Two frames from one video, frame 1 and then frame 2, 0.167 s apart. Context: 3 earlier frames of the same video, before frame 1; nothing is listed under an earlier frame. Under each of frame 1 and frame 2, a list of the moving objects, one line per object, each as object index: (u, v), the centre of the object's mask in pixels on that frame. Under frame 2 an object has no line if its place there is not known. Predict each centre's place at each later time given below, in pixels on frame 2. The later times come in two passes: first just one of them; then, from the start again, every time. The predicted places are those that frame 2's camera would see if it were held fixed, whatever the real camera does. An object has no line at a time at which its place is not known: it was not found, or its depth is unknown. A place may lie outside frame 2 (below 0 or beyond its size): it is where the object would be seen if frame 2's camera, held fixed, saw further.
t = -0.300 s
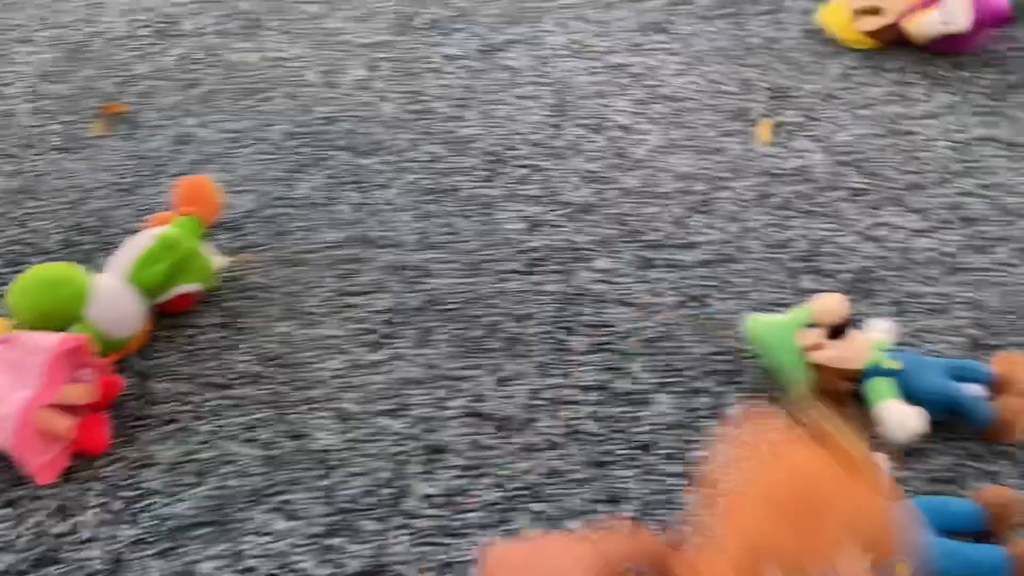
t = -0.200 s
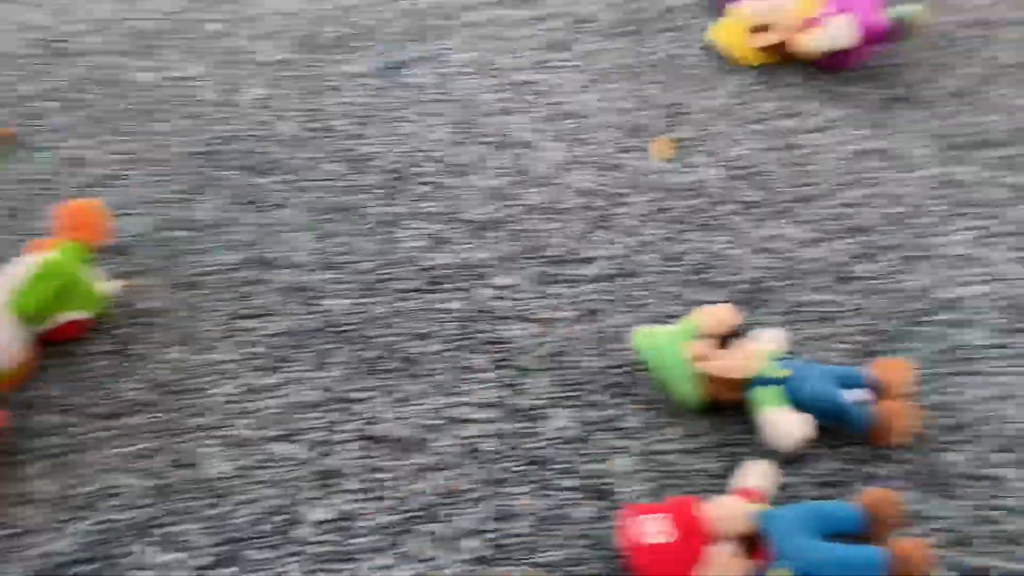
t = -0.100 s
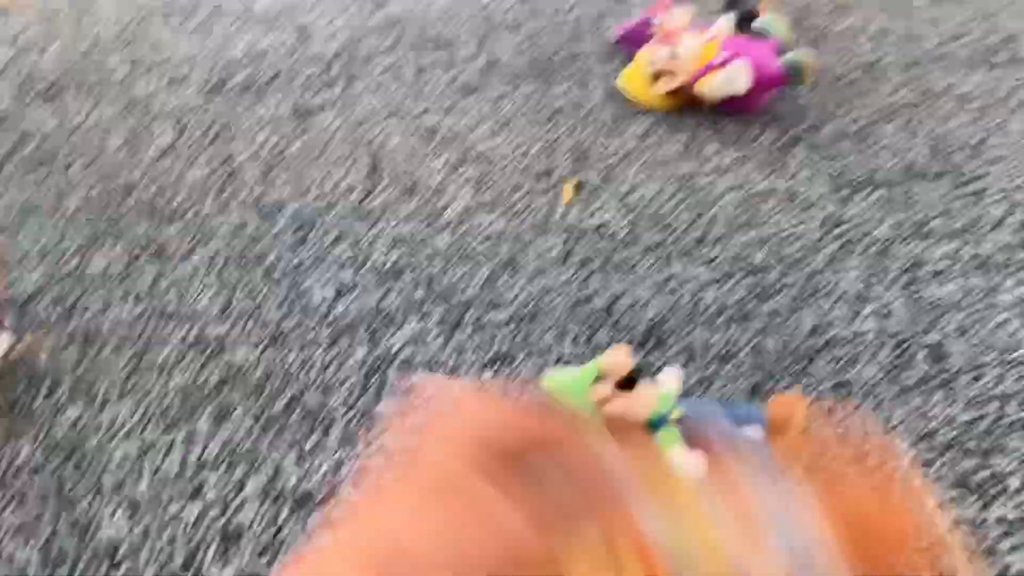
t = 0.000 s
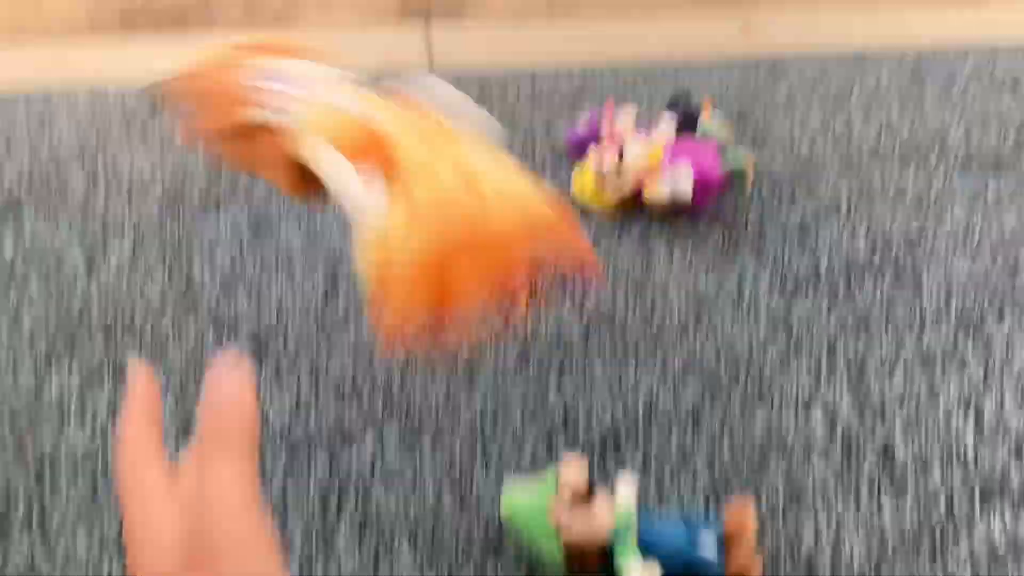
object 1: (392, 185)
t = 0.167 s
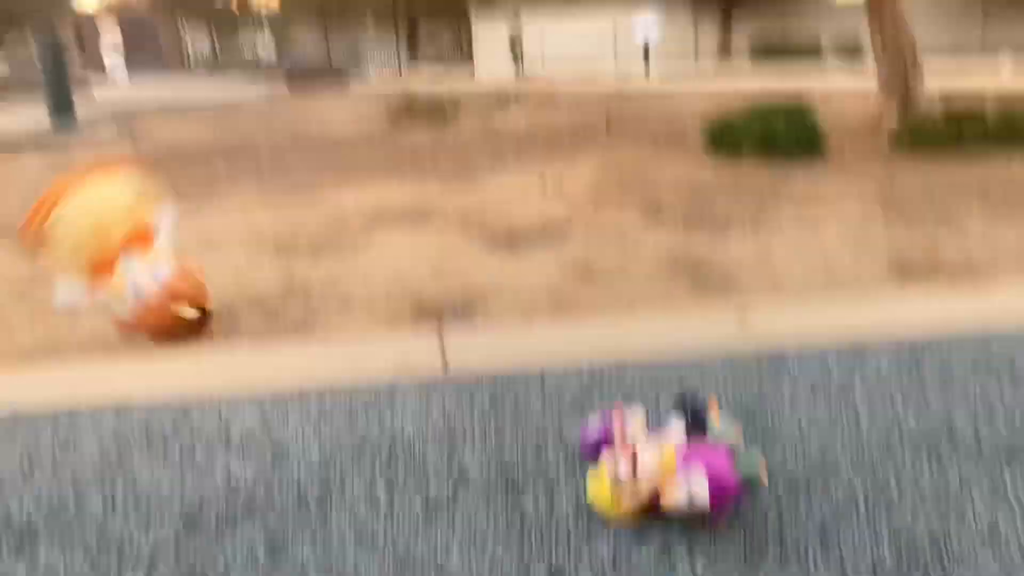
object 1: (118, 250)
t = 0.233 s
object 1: (74, 291)
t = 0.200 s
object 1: (89, 267)
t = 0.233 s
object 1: (74, 291)
